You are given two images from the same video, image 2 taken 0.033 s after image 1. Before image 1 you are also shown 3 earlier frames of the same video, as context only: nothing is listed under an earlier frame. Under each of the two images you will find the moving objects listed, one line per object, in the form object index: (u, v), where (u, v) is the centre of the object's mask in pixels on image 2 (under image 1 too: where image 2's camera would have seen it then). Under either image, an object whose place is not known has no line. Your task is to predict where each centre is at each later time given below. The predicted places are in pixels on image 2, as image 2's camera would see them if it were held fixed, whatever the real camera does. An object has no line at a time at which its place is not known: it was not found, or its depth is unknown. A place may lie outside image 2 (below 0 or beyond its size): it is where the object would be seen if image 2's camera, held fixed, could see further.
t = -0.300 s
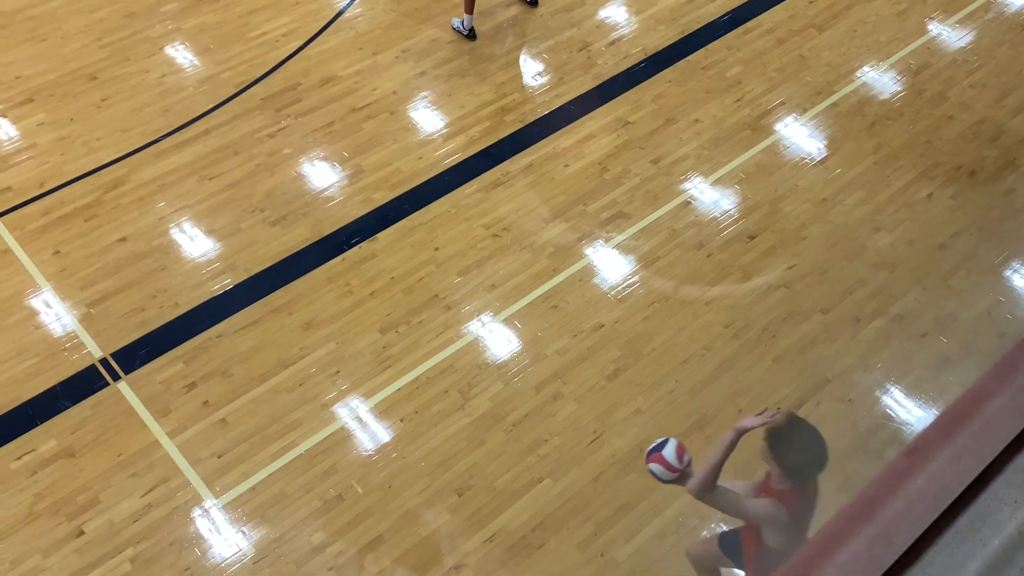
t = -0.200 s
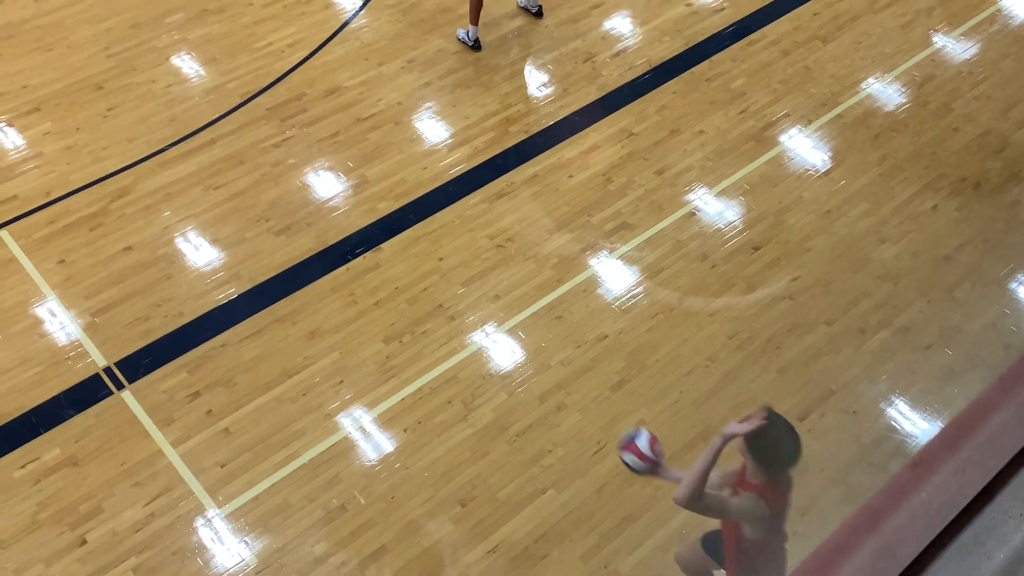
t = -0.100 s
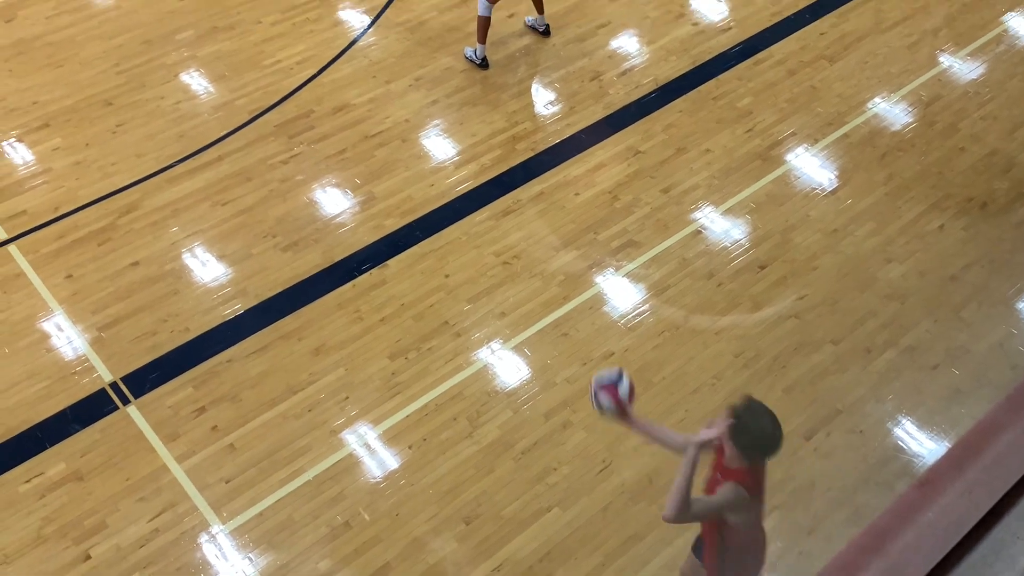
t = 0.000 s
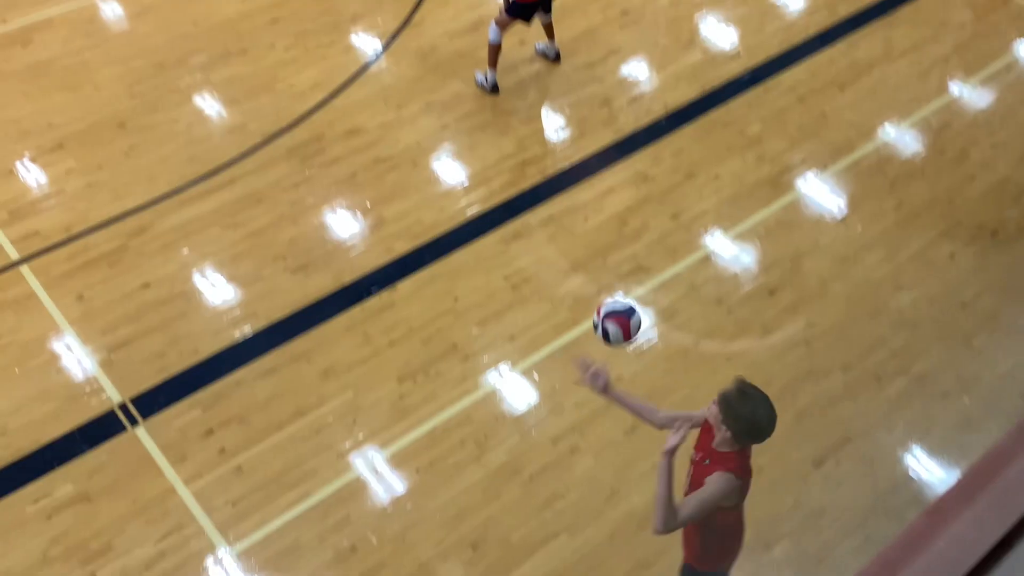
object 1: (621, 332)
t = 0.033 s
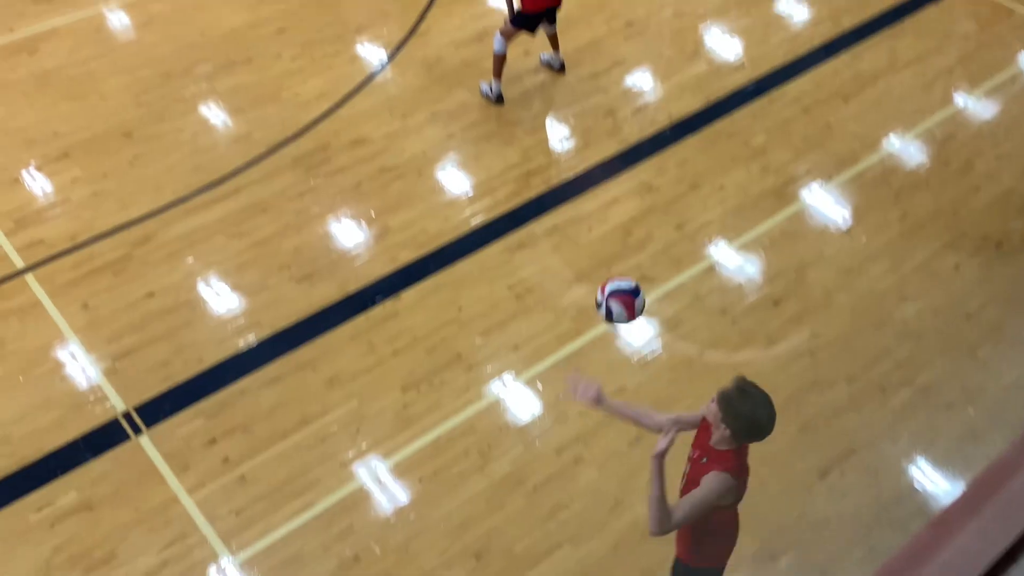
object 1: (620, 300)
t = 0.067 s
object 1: (619, 271)
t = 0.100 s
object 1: (617, 243)
